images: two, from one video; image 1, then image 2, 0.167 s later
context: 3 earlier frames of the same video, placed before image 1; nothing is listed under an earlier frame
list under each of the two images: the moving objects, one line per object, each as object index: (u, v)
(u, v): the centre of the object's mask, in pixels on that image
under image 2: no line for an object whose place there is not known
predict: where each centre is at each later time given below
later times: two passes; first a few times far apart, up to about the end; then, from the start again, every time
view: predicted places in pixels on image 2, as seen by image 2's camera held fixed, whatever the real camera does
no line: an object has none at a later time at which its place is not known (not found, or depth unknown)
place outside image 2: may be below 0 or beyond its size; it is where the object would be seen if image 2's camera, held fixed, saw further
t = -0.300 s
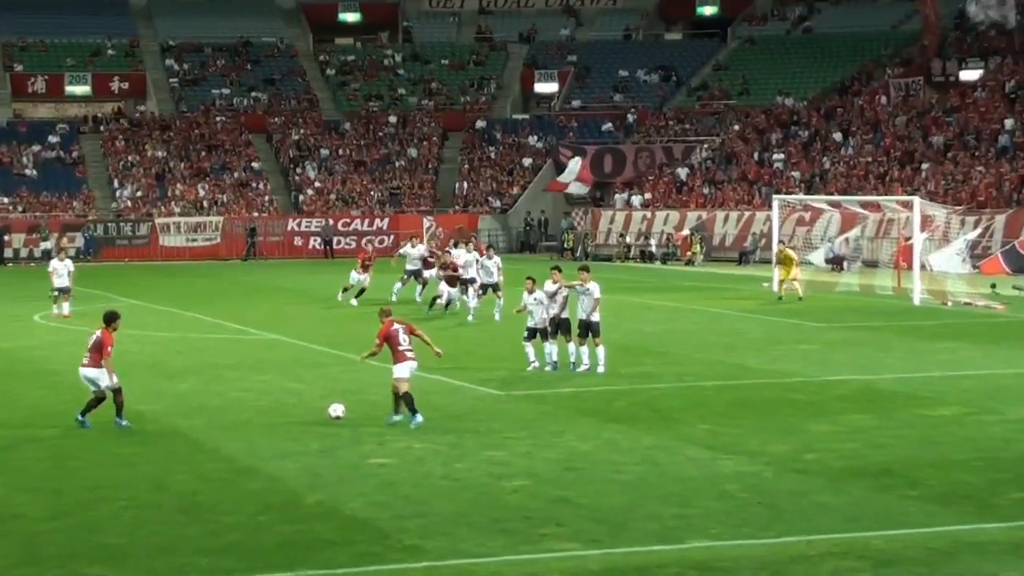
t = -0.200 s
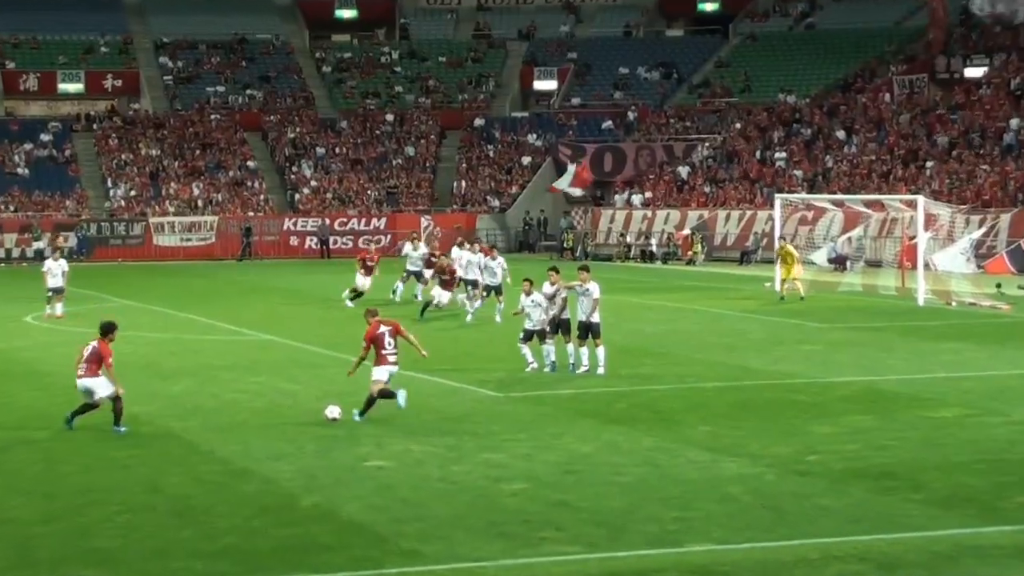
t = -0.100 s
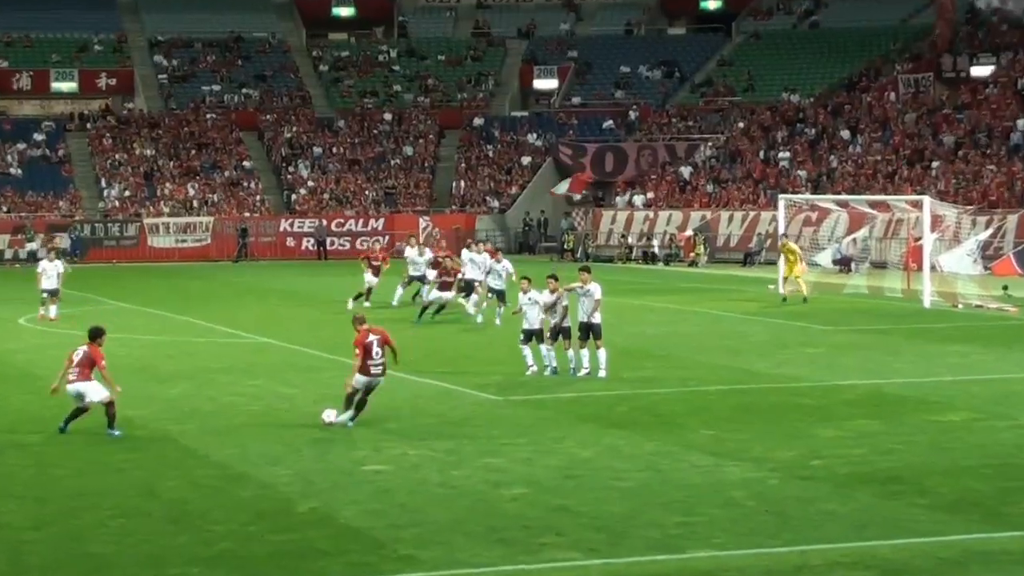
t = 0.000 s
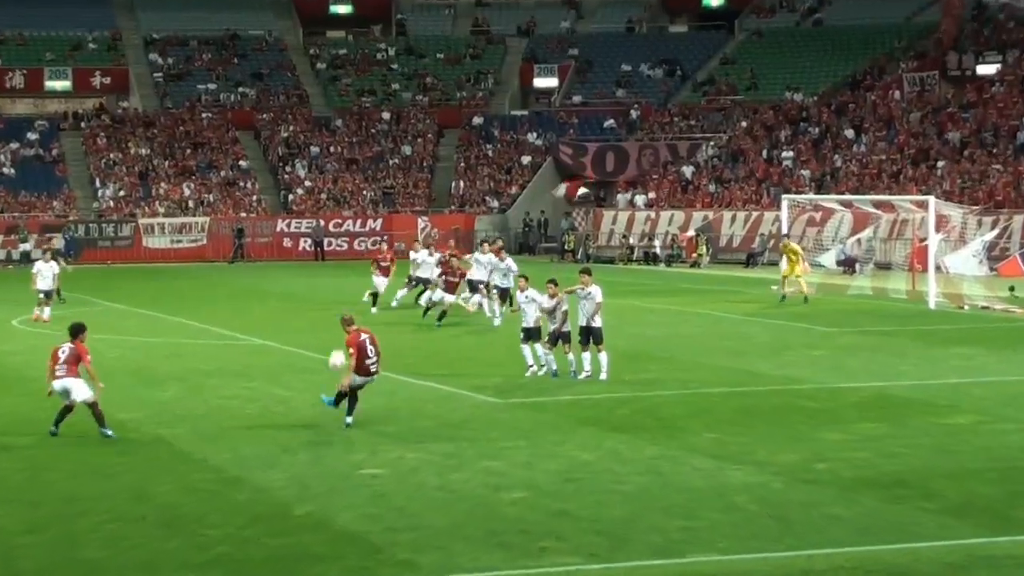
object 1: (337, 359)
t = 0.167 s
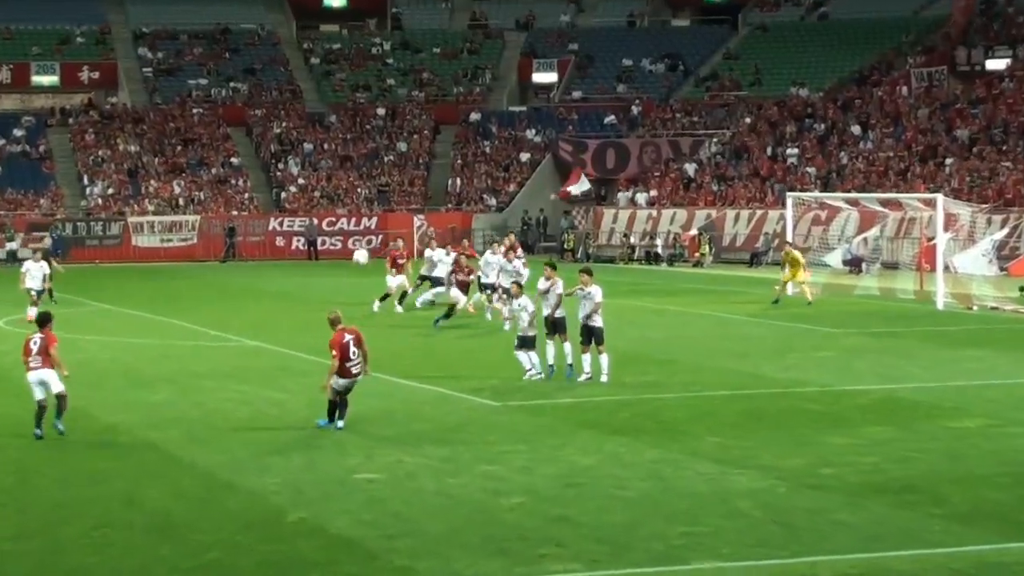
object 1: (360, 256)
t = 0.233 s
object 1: (374, 224)
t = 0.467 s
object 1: (426, 150)
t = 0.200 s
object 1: (367, 240)
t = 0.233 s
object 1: (374, 224)
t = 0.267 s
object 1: (380, 211)
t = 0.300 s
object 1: (388, 198)
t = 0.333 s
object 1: (395, 187)
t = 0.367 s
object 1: (402, 176)
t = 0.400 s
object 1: (410, 167)
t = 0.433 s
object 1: (418, 157)
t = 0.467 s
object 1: (426, 150)
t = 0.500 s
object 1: (434, 143)
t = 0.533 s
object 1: (442, 136)
